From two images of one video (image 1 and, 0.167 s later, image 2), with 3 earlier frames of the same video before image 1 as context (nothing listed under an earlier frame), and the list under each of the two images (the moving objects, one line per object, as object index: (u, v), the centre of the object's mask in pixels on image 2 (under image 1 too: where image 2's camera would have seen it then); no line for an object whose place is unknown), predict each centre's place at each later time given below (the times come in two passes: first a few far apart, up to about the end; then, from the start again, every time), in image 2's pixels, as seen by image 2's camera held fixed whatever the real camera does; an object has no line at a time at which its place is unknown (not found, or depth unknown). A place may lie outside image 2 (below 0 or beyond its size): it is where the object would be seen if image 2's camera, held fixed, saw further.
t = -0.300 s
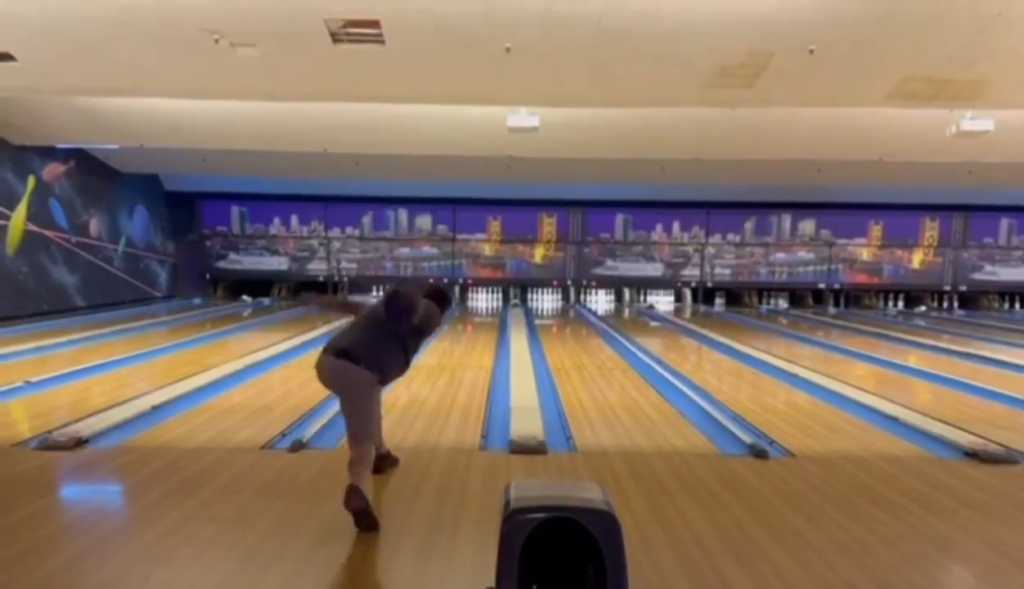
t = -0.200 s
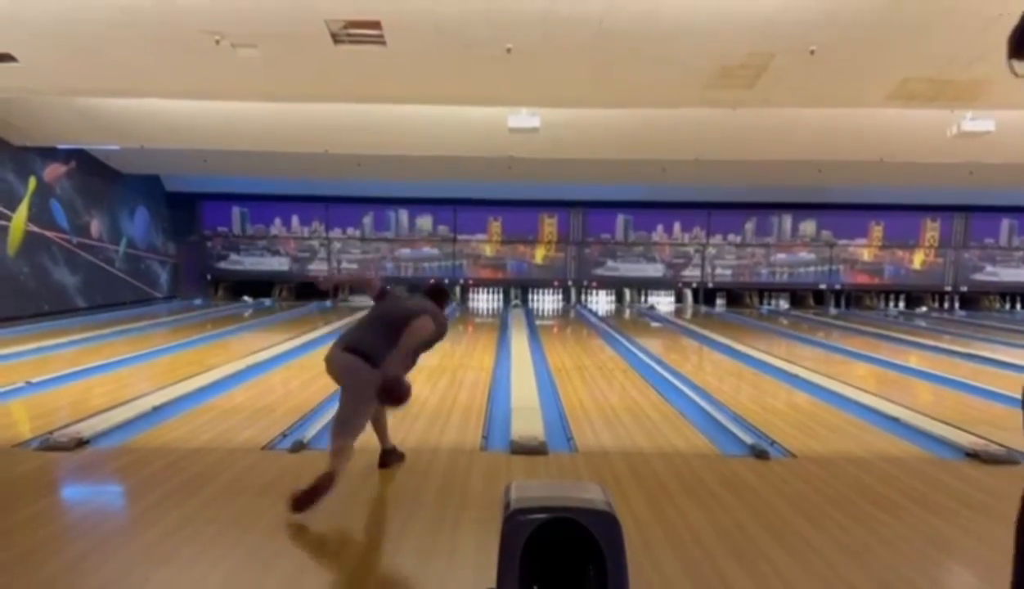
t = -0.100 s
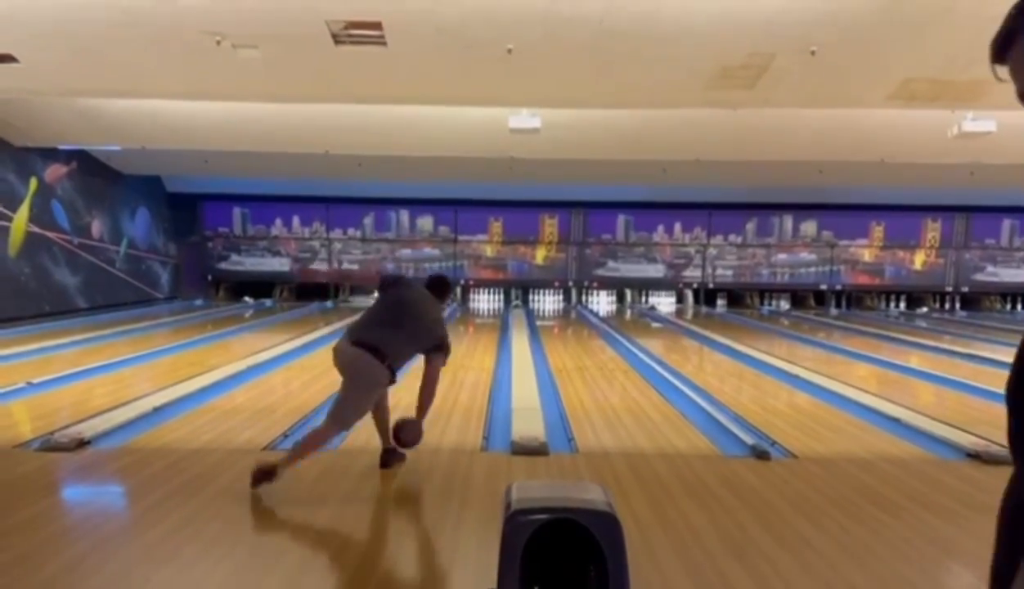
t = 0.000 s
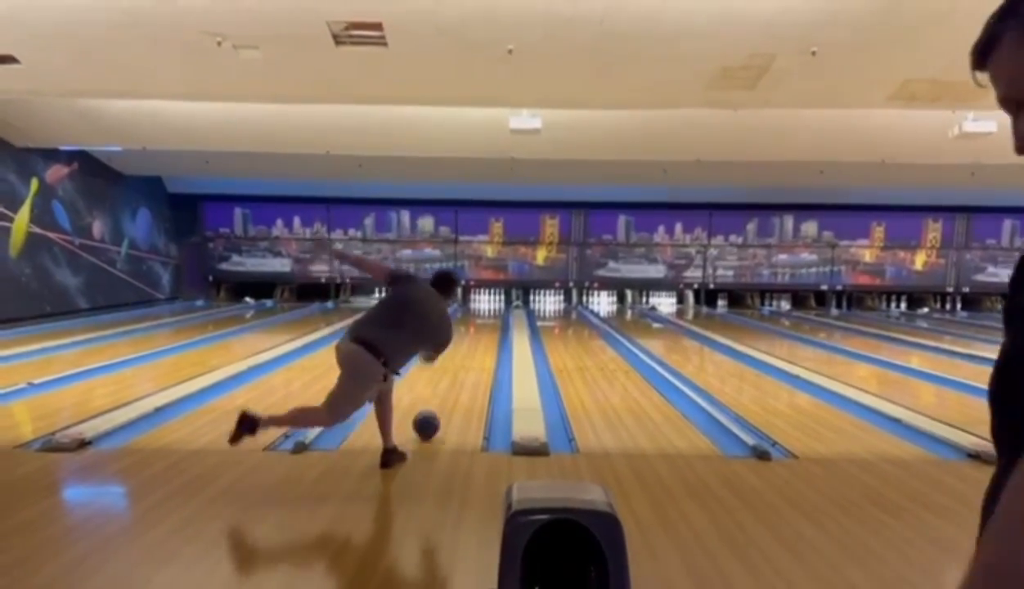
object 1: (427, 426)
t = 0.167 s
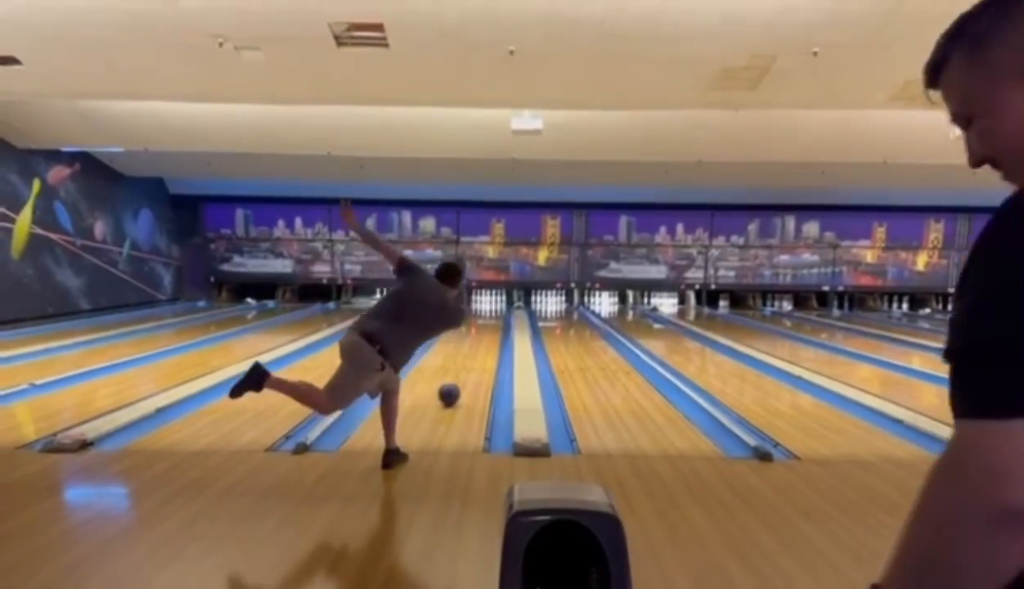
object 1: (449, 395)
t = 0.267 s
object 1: (459, 381)
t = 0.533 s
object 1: (475, 354)
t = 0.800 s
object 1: (485, 337)
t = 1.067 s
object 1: (490, 326)
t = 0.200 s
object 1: (453, 390)
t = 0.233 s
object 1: (456, 386)
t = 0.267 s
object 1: (459, 381)
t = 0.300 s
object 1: (461, 377)
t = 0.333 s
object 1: (463, 373)
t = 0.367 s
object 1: (465, 369)
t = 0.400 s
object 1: (468, 366)
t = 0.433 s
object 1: (470, 363)
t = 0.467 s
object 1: (472, 360)
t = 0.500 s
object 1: (473, 357)
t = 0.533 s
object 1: (475, 354)
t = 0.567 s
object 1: (476, 352)
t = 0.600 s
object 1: (478, 349)
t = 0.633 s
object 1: (479, 347)
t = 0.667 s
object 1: (481, 345)
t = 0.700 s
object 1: (482, 343)
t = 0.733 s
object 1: (483, 341)
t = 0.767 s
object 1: (484, 339)
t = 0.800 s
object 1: (485, 337)
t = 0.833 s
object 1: (486, 335)
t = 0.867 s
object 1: (486, 334)
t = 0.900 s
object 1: (487, 334)
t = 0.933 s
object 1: (488, 332)
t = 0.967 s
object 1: (489, 330)
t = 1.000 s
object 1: (489, 329)
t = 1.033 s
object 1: (490, 327)
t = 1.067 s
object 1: (490, 326)
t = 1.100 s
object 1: (490, 325)
